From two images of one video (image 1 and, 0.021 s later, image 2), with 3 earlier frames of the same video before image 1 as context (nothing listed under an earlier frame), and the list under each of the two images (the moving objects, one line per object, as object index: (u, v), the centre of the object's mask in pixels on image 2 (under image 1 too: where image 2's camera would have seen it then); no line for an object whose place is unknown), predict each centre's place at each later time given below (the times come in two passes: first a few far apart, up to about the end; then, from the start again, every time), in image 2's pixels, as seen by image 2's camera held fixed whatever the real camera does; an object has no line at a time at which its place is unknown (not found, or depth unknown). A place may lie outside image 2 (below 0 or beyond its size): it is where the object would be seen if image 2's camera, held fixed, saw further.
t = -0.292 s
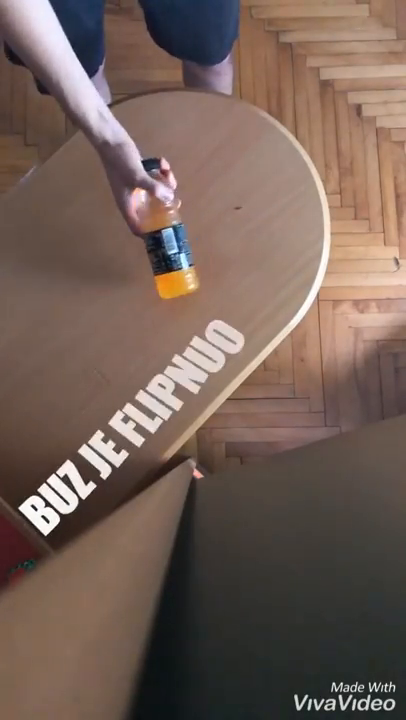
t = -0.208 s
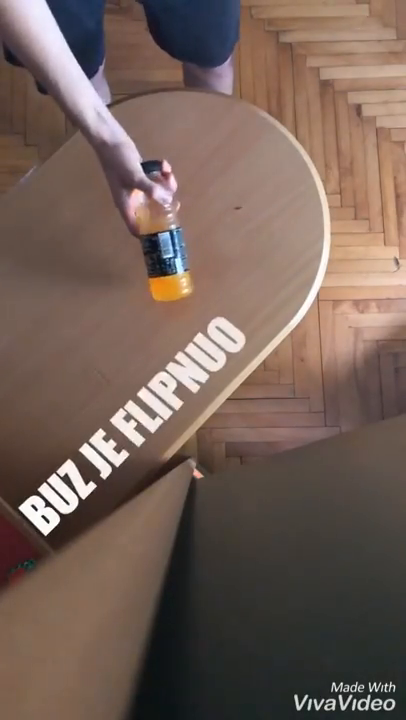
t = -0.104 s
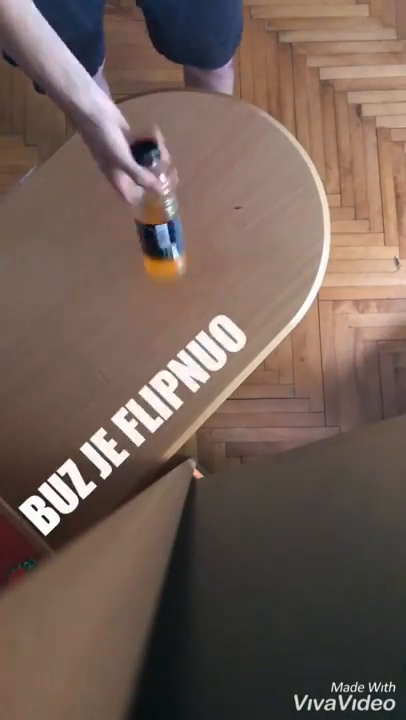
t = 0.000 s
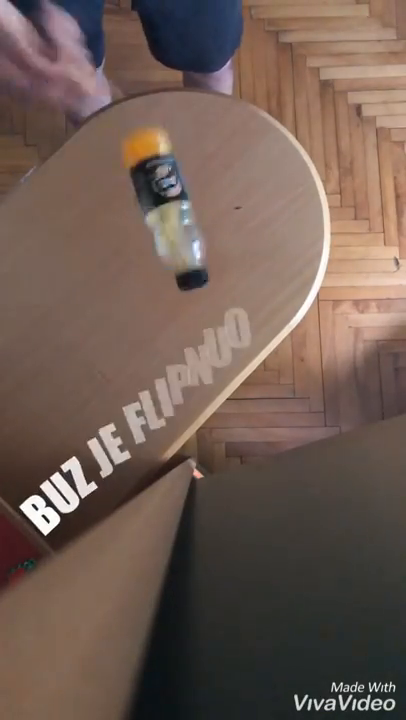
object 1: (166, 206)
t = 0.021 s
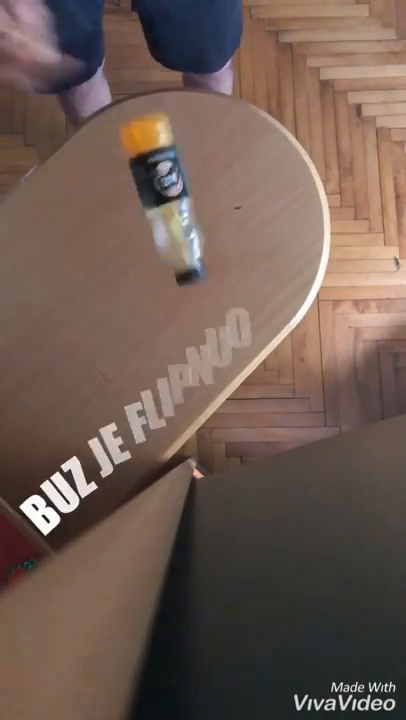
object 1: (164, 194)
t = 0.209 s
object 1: (154, 91)
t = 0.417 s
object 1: (165, 108)
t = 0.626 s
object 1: (175, 113)
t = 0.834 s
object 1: (176, 112)
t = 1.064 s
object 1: (176, 111)
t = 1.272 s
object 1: (176, 111)
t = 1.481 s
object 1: (176, 112)
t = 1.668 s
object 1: (176, 112)
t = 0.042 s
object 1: (162, 180)
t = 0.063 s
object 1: (159, 163)
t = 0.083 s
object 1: (157, 148)
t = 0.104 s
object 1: (155, 132)
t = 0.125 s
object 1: (155, 117)
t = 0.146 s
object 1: (157, 107)
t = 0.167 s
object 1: (155, 104)
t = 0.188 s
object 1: (155, 98)
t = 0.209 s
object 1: (154, 91)
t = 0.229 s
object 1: (153, 83)
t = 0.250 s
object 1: (153, 79)
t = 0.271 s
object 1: (154, 79)
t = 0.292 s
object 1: (155, 78)
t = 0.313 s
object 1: (155, 79)
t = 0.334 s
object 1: (157, 81)
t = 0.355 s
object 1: (158, 83)
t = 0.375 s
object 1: (159, 88)
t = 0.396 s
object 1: (162, 98)
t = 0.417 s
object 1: (165, 108)
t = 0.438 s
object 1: (167, 117)
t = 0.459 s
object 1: (169, 122)
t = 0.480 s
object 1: (171, 121)
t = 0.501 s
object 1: (172, 120)
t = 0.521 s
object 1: (173, 118)
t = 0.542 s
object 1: (173, 117)
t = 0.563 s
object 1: (174, 115)
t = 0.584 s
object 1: (174, 113)
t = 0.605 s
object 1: (175, 113)
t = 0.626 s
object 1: (175, 113)
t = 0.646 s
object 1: (175, 113)
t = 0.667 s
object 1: (176, 113)
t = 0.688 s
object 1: (175, 112)
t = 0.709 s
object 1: (176, 112)
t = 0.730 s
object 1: (176, 112)
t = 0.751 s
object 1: (176, 112)
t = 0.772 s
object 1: (176, 112)
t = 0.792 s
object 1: (176, 112)
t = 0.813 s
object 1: (176, 112)
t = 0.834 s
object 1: (176, 112)
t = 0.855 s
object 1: (176, 112)
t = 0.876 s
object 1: (176, 112)
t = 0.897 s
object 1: (176, 112)
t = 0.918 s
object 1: (176, 112)
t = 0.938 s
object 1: (176, 112)
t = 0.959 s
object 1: (176, 112)
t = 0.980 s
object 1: (176, 112)
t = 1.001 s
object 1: (176, 112)
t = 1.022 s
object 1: (176, 112)
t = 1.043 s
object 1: (176, 111)
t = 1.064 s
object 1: (176, 111)
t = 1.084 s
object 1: (176, 112)
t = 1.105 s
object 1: (176, 112)
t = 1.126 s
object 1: (176, 112)
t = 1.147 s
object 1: (176, 112)
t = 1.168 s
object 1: (176, 112)
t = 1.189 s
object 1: (176, 111)
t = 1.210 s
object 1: (176, 112)
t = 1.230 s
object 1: (176, 112)
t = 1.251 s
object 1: (176, 111)
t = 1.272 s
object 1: (176, 111)
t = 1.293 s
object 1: (176, 112)
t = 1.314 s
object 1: (176, 112)
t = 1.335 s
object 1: (176, 112)
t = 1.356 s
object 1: (176, 111)
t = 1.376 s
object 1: (176, 111)
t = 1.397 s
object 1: (176, 111)
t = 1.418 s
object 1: (176, 111)
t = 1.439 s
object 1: (176, 111)
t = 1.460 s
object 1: (176, 112)
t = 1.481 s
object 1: (176, 112)
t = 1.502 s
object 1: (176, 112)
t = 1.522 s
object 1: (176, 112)
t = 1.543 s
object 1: (176, 112)
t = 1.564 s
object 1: (176, 112)
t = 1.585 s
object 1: (176, 112)
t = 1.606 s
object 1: (176, 112)
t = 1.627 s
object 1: (176, 112)
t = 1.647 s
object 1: (176, 112)
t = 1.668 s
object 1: (176, 112)
